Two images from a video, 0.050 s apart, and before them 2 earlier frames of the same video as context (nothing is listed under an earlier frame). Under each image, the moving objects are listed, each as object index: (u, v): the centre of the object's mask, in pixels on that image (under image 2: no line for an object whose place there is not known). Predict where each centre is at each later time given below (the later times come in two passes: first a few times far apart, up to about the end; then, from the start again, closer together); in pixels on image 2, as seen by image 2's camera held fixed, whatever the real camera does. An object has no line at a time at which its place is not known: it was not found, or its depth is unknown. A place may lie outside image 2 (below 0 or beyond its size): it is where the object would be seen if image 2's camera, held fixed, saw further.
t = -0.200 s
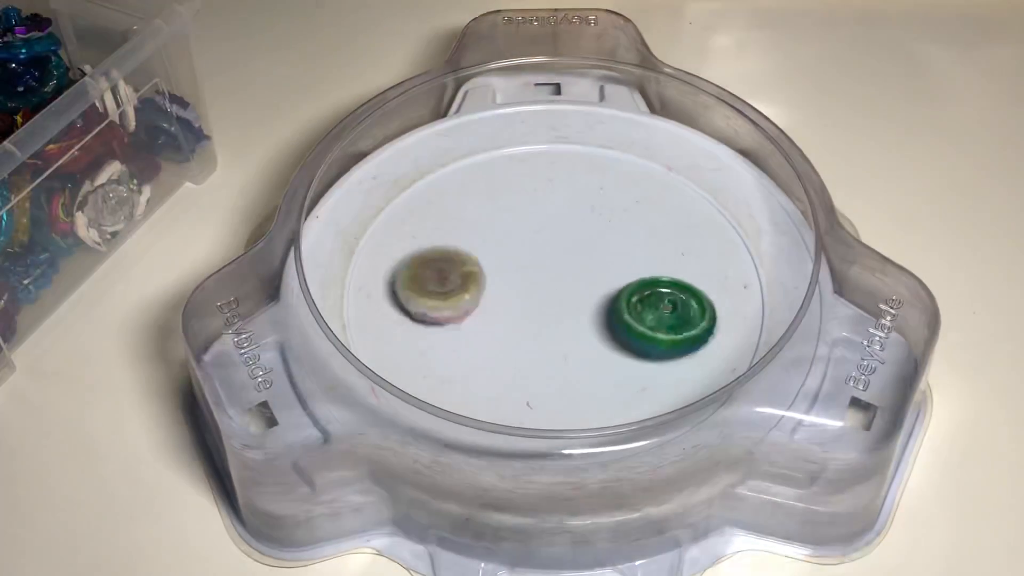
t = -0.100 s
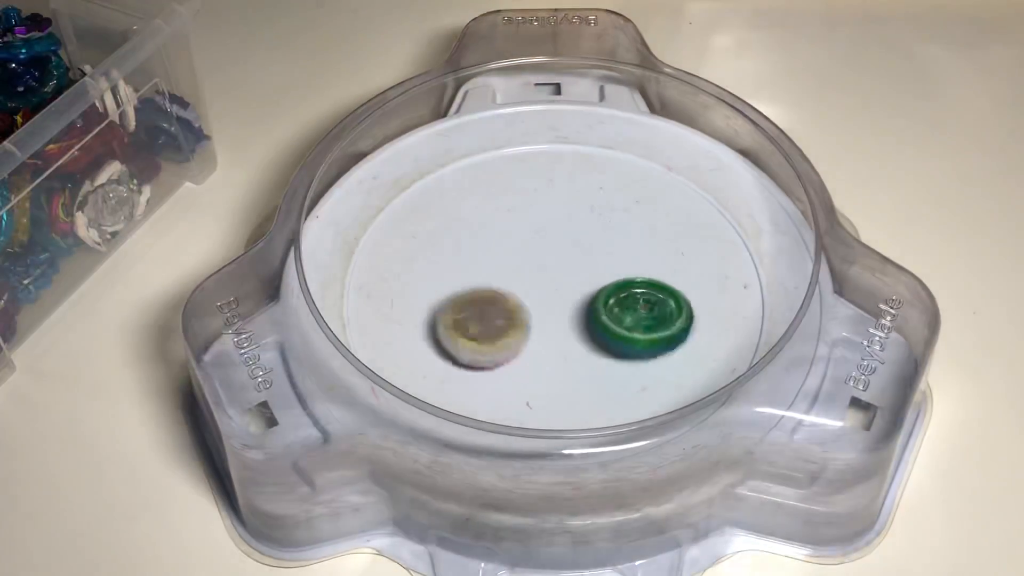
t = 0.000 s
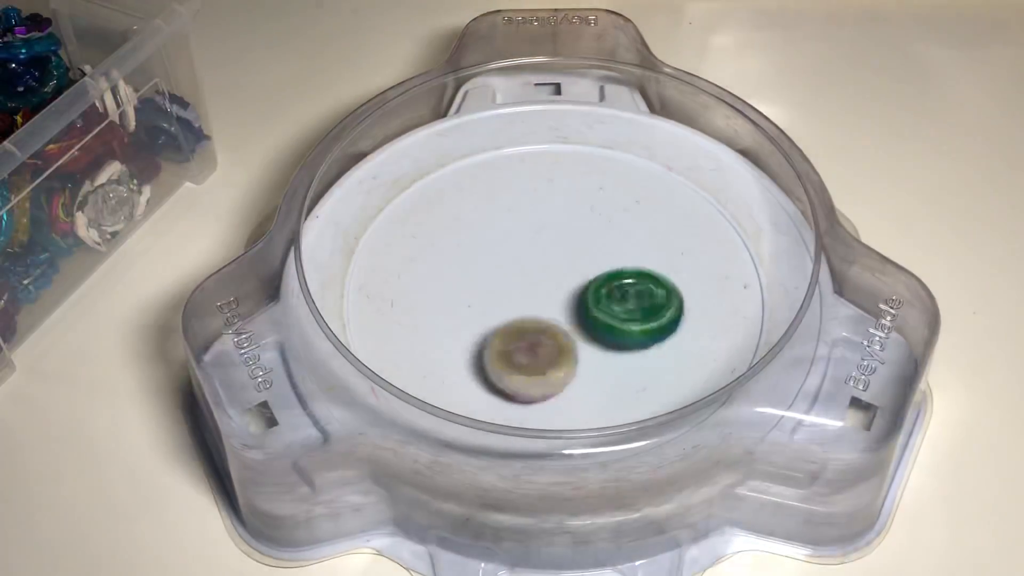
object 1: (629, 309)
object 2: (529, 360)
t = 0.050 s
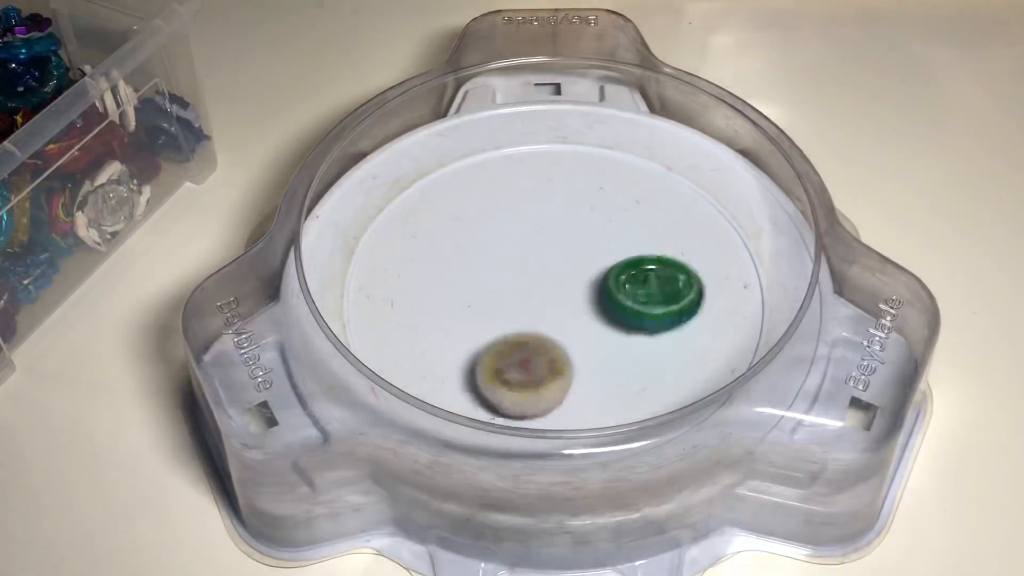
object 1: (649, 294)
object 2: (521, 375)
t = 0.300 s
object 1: (639, 265)
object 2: (547, 345)
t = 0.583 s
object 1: (681, 189)
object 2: (405, 336)
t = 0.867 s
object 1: (601, 247)
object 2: (457, 351)
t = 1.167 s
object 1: (591, 218)
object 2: (506, 365)
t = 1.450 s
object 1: (586, 239)
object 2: (504, 290)
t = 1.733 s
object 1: (604, 273)
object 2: (399, 225)
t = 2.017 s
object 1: (590, 300)
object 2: (451, 274)
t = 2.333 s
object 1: (702, 339)
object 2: (531, 236)
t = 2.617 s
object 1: (643, 348)
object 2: (576, 196)
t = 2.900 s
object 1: (533, 297)
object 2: (593, 209)
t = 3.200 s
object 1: (514, 235)
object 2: (619, 233)
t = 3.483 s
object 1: (526, 198)
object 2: (659, 298)
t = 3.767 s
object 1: (540, 243)
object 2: (644, 336)
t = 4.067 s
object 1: (530, 270)
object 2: (575, 351)
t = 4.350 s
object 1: (525, 275)
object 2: (534, 355)
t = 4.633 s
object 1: (540, 268)
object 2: (494, 333)
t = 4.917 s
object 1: (593, 215)
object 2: (495, 318)
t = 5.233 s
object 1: (635, 227)
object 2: (527, 246)
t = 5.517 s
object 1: (634, 279)
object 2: (493, 214)
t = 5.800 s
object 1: (625, 306)
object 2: (537, 248)
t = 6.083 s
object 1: (620, 345)
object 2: (576, 263)
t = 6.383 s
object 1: (597, 354)
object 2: (574, 283)
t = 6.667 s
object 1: (595, 360)
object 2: (528, 248)
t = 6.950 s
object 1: (610, 356)
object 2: (493, 214)
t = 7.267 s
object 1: (615, 361)
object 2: (436, 216)
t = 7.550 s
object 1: (582, 336)
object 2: (544, 267)
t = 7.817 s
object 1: (574, 339)
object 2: (625, 262)
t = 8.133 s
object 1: (551, 335)
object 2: (631, 281)
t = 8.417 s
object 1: (531, 342)
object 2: (588, 274)
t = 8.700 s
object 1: (523, 337)
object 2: (539, 263)
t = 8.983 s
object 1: (522, 330)
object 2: (538, 253)
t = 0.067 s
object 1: (655, 288)
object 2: (520, 379)
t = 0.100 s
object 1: (660, 280)
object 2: (519, 383)
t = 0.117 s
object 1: (661, 276)
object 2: (519, 383)
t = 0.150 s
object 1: (661, 270)
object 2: (521, 383)
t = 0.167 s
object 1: (660, 268)
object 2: (523, 382)
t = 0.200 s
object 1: (656, 266)
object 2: (528, 377)
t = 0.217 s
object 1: (654, 265)
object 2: (530, 372)
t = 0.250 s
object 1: (649, 264)
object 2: (537, 363)
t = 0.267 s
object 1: (646, 264)
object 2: (541, 358)
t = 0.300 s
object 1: (639, 265)
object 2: (547, 345)
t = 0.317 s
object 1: (636, 266)
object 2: (550, 339)
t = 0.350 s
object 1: (630, 267)
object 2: (555, 325)
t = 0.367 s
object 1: (631, 264)
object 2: (551, 322)
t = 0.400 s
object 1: (649, 241)
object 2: (522, 327)
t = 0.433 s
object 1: (665, 226)
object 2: (494, 331)
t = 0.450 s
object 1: (672, 217)
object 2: (481, 332)
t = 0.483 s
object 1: (680, 204)
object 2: (457, 333)
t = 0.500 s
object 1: (682, 199)
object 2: (446, 334)
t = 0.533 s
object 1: (684, 192)
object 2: (426, 335)
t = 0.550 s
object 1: (683, 190)
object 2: (419, 335)
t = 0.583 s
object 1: (681, 189)
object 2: (405, 336)
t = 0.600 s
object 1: (680, 190)
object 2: (400, 336)
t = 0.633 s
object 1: (675, 192)
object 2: (393, 337)
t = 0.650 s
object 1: (673, 194)
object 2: (393, 337)
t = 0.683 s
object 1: (666, 200)
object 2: (393, 340)
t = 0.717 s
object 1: (657, 206)
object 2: (395, 343)
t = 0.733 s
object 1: (652, 210)
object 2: (399, 344)
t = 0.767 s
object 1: (640, 218)
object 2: (408, 347)
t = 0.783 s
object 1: (634, 223)
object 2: (412, 349)
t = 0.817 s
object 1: (621, 232)
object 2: (428, 351)
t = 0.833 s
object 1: (615, 237)
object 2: (438, 351)
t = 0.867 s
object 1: (601, 247)
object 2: (457, 351)
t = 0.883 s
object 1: (594, 251)
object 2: (469, 349)
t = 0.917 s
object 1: (580, 260)
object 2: (491, 346)
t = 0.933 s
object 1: (573, 264)
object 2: (504, 345)
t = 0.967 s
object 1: (560, 268)
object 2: (525, 338)
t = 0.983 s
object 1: (559, 264)
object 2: (527, 338)
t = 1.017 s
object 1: (567, 250)
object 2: (523, 348)
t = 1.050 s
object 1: (575, 237)
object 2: (520, 361)
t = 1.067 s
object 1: (580, 235)
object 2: (517, 361)
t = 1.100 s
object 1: (585, 225)
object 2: (512, 366)
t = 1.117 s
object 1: (587, 223)
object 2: (510, 368)
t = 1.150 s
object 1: (591, 219)
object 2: (505, 364)
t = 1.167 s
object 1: (591, 218)
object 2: (506, 365)
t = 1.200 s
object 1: (591, 219)
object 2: (504, 363)
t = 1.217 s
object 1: (590, 219)
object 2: (502, 359)
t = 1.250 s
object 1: (588, 222)
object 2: (504, 354)
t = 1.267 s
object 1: (588, 223)
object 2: (504, 349)
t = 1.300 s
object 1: (586, 226)
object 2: (506, 340)
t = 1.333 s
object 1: (584, 229)
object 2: (509, 329)
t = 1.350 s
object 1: (583, 231)
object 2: (510, 323)
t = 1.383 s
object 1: (581, 234)
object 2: (512, 313)
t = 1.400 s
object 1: (580, 236)
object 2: (513, 306)
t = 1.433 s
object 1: (580, 239)
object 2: (512, 295)
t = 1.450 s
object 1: (586, 239)
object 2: (504, 290)
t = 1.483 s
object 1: (597, 242)
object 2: (488, 278)
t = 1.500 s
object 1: (602, 243)
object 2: (479, 274)
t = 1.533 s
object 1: (608, 247)
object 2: (463, 262)
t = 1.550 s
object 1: (609, 249)
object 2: (456, 257)
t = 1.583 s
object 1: (611, 252)
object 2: (443, 248)
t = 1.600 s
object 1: (611, 255)
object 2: (437, 243)
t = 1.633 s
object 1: (610, 259)
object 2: (424, 237)
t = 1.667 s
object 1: (608, 264)
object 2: (414, 230)
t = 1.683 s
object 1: (607, 266)
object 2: (409, 228)
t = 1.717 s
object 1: (605, 271)
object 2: (402, 225)
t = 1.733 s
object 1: (604, 273)
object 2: (399, 225)
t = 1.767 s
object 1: (602, 278)
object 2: (396, 225)
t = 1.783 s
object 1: (601, 280)
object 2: (395, 226)
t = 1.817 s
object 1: (599, 284)
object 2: (394, 229)
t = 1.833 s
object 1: (598, 286)
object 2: (394, 232)
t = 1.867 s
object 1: (596, 289)
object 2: (398, 237)
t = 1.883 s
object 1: (595, 290)
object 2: (401, 241)
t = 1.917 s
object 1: (594, 294)
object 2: (409, 248)
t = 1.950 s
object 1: (592, 296)
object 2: (420, 258)
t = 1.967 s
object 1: (592, 297)
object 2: (427, 261)
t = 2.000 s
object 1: (590, 299)
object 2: (443, 270)
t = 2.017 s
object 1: (590, 300)
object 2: (451, 274)
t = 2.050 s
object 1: (589, 301)
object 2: (469, 281)
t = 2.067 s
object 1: (588, 302)
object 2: (479, 284)
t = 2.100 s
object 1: (590, 303)
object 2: (498, 288)
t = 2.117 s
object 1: (596, 305)
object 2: (502, 288)
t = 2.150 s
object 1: (622, 312)
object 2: (501, 277)
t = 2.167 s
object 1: (634, 313)
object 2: (502, 275)
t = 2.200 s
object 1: (655, 319)
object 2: (505, 269)
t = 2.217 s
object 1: (664, 322)
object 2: (507, 263)
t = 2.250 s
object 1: (680, 326)
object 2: (512, 256)
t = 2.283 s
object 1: (691, 332)
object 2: (518, 248)
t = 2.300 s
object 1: (696, 334)
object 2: (521, 244)
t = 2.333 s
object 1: (702, 339)
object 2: (531, 236)
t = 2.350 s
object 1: (705, 341)
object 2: (533, 232)
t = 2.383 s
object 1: (706, 346)
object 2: (540, 225)
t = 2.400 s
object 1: (704, 349)
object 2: (544, 221)
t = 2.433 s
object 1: (701, 352)
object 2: (551, 215)
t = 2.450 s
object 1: (699, 354)
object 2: (554, 212)
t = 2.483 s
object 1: (692, 356)
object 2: (561, 206)
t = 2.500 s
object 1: (689, 358)
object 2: (564, 204)
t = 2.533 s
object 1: (678, 357)
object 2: (568, 200)
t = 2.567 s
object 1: (666, 355)
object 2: (572, 198)
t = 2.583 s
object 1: (659, 353)
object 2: (574, 197)
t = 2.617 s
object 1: (643, 348)
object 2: (576, 196)
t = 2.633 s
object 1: (635, 346)
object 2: (577, 196)
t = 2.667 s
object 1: (618, 340)
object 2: (580, 198)
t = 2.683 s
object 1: (611, 336)
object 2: (580, 199)
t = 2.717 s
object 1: (596, 327)
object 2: (581, 202)
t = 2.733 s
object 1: (589, 323)
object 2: (581, 204)
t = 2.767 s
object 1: (576, 314)
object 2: (582, 210)
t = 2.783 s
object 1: (570, 308)
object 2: (582, 213)
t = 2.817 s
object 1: (561, 297)
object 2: (582, 220)
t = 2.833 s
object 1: (556, 294)
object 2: (582, 222)
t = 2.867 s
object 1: (544, 296)
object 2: (588, 215)
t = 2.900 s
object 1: (533, 297)
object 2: (593, 209)
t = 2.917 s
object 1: (527, 297)
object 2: (596, 206)
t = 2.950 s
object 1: (520, 295)
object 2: (599, 204)
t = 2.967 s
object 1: (516, 294)
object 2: (601, 203)
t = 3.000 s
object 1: (512, 289)
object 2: (604, 203)
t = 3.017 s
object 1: (511, 287)
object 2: (606, 203)
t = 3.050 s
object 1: (511, 280)
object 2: (608, 207)
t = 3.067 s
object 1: (511, 276)
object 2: (608, 209)
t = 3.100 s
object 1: (513, 266)
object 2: (608, 214)
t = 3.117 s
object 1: (515, 261)
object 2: (608, 218)
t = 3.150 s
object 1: (519, 250)
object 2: (608, 225)
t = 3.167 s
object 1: (517, 245)
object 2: (611, 229)
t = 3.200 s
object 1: (514, 235)
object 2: (619, 233)
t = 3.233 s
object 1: (514, 225)
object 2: (626, 241)
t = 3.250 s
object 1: (514, 220)
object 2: (629, 245)
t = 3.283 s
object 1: (516, 211)
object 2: (636, 252)
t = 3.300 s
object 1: (516, 207)
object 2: (639, 256)
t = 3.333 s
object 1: (518, 201)
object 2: (644, 265)
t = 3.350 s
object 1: (519, 199)
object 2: (646, 269)
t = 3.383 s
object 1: (521, 197)
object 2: (650, 276)
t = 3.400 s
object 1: (522, 197)
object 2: (652, 280)
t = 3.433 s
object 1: (523, 196)
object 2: (655, 288)
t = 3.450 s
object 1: (524, 197)
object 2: (656, 291)
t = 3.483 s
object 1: (526, 198)
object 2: (659, 298)
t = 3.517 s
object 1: (528, 202)
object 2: (660, 304)
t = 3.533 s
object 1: (528, 203)
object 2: (661, 307)
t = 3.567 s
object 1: (530, 208)
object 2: (661, 313)
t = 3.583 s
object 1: (531, 211)
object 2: (661, 316)
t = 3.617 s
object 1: (534, 216)
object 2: (659, 320)
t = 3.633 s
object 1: (534, 219)
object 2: (659, 323)
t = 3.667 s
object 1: (535, 225)
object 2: (656, 327)
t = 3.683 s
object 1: (536, 228)
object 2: (655, 329)
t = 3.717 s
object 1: (538, 234)
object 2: (650, 332)
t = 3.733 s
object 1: (539, 238)
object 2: (648, 334)
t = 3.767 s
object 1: (540, 243)
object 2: (644, 336)
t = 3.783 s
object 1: (541, 246)
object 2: (640, 337)
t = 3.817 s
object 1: (541, 251)
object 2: (634, 340)
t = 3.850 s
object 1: (541, 256)
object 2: (626, 341)
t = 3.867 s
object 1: (541, 258)
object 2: (623, 342)
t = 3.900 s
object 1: (541, 262)
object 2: (614, 343)
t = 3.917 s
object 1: (541, 263)
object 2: (610, 343)
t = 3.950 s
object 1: (540, 266)
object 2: (602, 344)
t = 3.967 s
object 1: (539, 268)
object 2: (597, 344)
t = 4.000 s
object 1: (538, 271)
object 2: (588, 345)
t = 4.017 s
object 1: (537, 272)
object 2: (584, 345)
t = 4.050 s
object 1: (534, 272)
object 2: (577, 347)
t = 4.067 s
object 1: (530, 270)
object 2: (575, 351)
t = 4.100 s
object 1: (526, 268)
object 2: (573, 356)
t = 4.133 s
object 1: (523, 267)
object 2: (569, 360)
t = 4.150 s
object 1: (523, 268)
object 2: (567, 362)
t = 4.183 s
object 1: (521, 269)
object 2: (561, 363)
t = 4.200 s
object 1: (522, 270)
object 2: (559, 364)
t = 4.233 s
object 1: (522, 272)
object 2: (554, 363)
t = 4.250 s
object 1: (523, 272)
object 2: (551, 362)
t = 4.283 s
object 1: (523, 274)
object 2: (545, 361)
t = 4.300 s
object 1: (524, 275)
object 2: (542, 358)
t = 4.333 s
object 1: (525, 276)
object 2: (537, 355)
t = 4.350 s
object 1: (525, 275)
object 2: (534, 355)
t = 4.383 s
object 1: (526, 271)
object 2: (528, 356)
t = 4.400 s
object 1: (526, 270)
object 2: (525, 356)
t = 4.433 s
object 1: (528, 269)
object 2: (520, 355)
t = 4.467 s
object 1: (529, 269)
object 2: (515, 353)
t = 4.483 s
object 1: (530, 269)
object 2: (513, 351)
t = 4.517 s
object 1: (532, 270)
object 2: (508, 347)
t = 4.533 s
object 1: (533, 270)
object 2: (507, 346)
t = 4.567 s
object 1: (534, 271)
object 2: (504, 341)
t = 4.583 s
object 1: (535, 270)
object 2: (501, 340)
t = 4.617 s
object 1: (538, 269)
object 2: (496, 335)
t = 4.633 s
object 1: (540, 268)
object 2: (494, 333)
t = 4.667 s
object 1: (542, 269)
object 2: (489, 328)
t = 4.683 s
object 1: (544, 264)
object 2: (487, 331)
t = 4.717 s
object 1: (550, 253)
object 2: (483, 332)
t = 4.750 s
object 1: (555, 239)
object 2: (480, 337)
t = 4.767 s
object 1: (558, 235)
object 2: (481, 337)
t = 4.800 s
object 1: (564, 228)
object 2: (480, 334)
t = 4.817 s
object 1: (567, 225)
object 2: (482, 334)
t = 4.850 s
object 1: (575, 221)
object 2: (485, 330)
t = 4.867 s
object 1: (579, 219)
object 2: (487, 327)
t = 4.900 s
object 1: (588, 216)
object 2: (492, 321)
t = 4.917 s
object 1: (593, 215)
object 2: (495, 318)
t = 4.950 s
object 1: (605, 213)
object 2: (501, 311)
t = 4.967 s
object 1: (611, 213)
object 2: (504, 309)
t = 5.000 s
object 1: (621, 213)
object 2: (509, 301)
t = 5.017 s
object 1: (627, 212)
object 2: (511, 298)
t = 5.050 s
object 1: (635, 213)
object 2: (517, 289)
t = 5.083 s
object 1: (640, 214)
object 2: (521, 281)
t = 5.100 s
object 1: (641, 215)
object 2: (522, 277)
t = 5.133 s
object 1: (642, 217)
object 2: (524, 268)
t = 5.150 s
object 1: (642, 218)
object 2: (525, 265)
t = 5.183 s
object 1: (641, 221)
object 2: (526, 257)
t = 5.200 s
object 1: (639, 222)
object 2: (526, 253)
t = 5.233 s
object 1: (635, 227)
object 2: (527, 246)
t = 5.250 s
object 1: (633, 229)
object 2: (527, 243)
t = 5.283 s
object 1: (629, 233)
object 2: (528, 236)
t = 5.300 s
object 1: (626, 236)
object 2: (527, 234)
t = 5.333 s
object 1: (620, 241)
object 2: (526, 229)
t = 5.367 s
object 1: (629, 249)
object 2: (514, 222)
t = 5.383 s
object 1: (632, 254)
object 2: (508, 218)
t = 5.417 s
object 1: (637, 262)
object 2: (502, 215)
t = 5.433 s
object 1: (638, 265)
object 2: (497, 215)
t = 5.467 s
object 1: (638, 272)
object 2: (494, 212)
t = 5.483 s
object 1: (638, 274)
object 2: (493, 213)
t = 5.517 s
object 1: (634, 279)
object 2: (493, 214)
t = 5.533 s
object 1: (632, 281)
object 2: (494, 217)
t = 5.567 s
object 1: (629, 284)
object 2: (498, 220)
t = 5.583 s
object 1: (626, 285)
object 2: (500, 223)
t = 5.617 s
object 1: (622, 286)
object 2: (505, 228)
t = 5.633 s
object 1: (621, 287)
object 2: (508, 231)
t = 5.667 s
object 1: (617, 288)
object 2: (516, 238)
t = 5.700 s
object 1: (614, 289)
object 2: (525, 245)
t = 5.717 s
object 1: (613, 289)
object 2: (528, 248)
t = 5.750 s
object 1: (612, 291)
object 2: (534, 253)
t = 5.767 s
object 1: (616, 294)
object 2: (534, 252)
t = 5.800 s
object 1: (625, 306)
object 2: (537, 248)
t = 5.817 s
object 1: (626, 310)
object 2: (538, 249)
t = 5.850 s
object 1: (630, 319)
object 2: (541, 248)
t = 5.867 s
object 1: (631, 322)
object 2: (544, 249)
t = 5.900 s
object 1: (629, 326)
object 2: (549, 252)
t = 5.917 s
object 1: (628, 328)
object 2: (554, 254)
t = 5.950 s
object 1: (625, 330)
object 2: (558, 257)
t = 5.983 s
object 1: (621, 332)
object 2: (566, 260)
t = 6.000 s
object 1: (619, 333)
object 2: (568, 261)
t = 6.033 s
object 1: (616, 334)
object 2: (575, 263)
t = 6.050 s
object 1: (617, 337)
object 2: (576, 264)
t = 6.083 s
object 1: (620, 345)
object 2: (576, 263)
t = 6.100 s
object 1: (620, 348)
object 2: (577, 263)
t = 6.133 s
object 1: (618, 354)
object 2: (577, 263)
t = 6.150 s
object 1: (617, 357)
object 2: (576, 263)
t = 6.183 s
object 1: (614, 360)
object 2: (577, 265)
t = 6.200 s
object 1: (612, 361)
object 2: (577, 266)
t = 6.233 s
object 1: (610, 361)
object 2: (575, 269)
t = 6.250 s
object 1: (609, 361)
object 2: (576, 270)
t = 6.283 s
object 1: (606, 360)
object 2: (575, 274)
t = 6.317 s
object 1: (603, 358)
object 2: (575, 277)
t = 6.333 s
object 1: (601, 357)
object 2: (574, 280)
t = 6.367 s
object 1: (598, 355)
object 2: (574, 281)
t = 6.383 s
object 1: (597, 354)
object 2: (574, 283)
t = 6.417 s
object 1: (599, 362)
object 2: (567, 276)
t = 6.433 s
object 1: (601, 367)
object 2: (563, 270)
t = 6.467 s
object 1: (604, 373)
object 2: (555, 260)
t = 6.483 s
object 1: (604, 375)
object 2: (552, 255)
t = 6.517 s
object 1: (605, 375)
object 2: (546, 250)
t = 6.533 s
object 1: (604, 374)
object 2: (543, 248)
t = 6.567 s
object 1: (603, 372)
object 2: (538, 245)
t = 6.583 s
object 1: (602, 370)
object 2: (536, 245)
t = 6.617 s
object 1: (600, 367)
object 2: (532, 246)
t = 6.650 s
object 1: (597, 362)
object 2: (530, 246)
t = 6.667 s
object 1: (595, 360)
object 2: (528, 248)
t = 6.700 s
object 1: (592, 355)
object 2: (528, 249)
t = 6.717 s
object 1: (590, 351)
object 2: (527, 250)
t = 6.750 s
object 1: (587, 345)
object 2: (526, 254)
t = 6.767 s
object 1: (586, 341)
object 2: (526, 254)
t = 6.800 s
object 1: (581, 335)
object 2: (528, 257)
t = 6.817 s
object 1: (579, 332)
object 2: (527, 258)
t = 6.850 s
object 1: (575, 325)
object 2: (527, 260)
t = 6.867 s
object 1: (574, 322)
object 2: (528, 261)
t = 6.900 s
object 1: (582, 330)
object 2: (518, 250)
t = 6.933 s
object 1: (602, 349)
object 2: (501, 226)
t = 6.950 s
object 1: (610, 356)
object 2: (493, 214)
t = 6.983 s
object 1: (625, 369)
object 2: (477, 196)
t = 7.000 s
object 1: (630, 373)
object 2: (468, 189)
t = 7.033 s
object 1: (639, 378)
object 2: (453, 177)
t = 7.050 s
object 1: (642, 378)
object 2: (446, 171)
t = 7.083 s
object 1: (643, 378)
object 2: (434, 166)
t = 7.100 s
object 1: (643, 377)
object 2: (430, 165)
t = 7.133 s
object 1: (640, 376)
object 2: (423, 169)
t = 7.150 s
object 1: (637, 375)
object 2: (420, 176)
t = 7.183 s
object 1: (632, 373)
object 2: (421, 186)
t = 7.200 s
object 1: (629, 370)
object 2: (423, 190)
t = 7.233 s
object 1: (622, 366)
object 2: (429, 203)
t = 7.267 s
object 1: (615, 361)
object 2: (436, 216)
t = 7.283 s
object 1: (611, 357)
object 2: (441, 224)
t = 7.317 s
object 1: (603, 351)
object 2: (453, 237)
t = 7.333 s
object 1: (599, 348)
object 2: (459, 244)
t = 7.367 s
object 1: (592, 342)
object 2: (473, 257)
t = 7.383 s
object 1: (588, 338)
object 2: (481, 263)
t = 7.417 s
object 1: (581, 332)
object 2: (496, 274)
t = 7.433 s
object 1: (578, 329)
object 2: (504, 277)
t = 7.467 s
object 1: (578, 330)
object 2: (513, 277)
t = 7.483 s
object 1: (579, 333)
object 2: (518, 274)
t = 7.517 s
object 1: (581, 336)
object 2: (532, 270)
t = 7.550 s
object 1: (582, 336)
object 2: (544, 267)
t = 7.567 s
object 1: (582, 336)
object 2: (551, 266)
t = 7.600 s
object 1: (582, 336)
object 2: (565, 263)
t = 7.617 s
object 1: (582, 336)
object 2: (571, 262)
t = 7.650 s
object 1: (580, 339)
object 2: (582, 260)
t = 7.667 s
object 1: (579, 340)
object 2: (588, 259)
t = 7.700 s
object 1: (578, 340)
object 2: (598, 259)
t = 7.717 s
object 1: (577, 340)
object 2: (602, 260)
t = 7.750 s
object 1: (575, 340)
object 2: (610, 260)
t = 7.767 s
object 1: (575, 339)
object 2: (615, 260)
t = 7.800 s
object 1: (573, 339)
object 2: (622, 261)
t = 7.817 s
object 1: (574, 339)
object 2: (625, 262)
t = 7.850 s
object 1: (571, 339)
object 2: (629, 263)
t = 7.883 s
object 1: (570, 338)
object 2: (631, 265)
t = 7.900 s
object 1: (570, 338)
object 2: (631, 267)
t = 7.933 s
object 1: (569, 337)
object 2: (632, 270)
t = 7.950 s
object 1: (568, 337)
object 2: (631, 271)
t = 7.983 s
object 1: (567, 336)
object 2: (631, 275)
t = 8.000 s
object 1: (566, 336)
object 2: (630, 277)
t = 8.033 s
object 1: (559, 338)
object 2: (633, 278)
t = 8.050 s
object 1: (557, 338)
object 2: (633, 279)
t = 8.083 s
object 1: (553, 337)
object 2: (634, 279)
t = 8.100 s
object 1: (553, 336)
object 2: (634, 280)
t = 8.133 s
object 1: (551, 335)
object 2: (631, 281)
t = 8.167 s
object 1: (548, 334)
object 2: (626, 283)
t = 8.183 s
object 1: (545, 337)
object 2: (625, 283)
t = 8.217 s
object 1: (538, 343)
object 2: (622, 277)
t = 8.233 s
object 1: (537, 345)
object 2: (622, 276)
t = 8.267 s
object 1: (533, 347)
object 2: (618, 275)
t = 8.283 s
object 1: (533, 347)
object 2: (616, 273)
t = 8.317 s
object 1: (533, 346)
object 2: (610, 272)
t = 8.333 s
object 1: (533, 346)
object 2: (606, 272)
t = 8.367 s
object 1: (532, 344)
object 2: (599, 274)
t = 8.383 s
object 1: (532, 343)
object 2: (595, 273)
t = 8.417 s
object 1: (531, 342)
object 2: (588, 274)
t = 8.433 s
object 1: (531, 341)
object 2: (586, 275)
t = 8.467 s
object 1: (530, 340)
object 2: (580, 275)
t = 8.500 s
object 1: (528, 342)
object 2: (574, 272)
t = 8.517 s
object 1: (526, 342)
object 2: (570, 270)
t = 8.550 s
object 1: (525, 343)
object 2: (564, 268)
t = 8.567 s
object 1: (526, 342)
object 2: (560, 266)
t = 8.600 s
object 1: (525, 341)
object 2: (554, 266)
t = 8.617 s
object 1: (525, 340)
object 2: (552, 265)
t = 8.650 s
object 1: (524, 338)
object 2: (548, 264)
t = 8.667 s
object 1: (524, 338)
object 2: (544, 263)
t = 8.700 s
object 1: (523, 337)
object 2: (539, 263)
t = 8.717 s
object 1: (523, 338)
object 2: (538, 262)
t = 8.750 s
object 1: (523, 339)
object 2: (536, 260)
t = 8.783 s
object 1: (524, 339)
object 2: (534, 257)
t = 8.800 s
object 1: (524, 338)
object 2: (534, 256)
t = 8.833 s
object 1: (524, 337)
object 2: (531, 254)
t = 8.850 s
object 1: (524, 336)
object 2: (532, 254)
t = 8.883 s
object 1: (524, 334)
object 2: (532, 254)
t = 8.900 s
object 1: (523, 333)
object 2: (534, 254)
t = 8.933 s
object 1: (523, 332)
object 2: (535, 254)
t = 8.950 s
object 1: (523, 332)
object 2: (536, 253)
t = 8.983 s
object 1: (522, 330)
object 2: (538, 253)
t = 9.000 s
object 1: (522, 331)
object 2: (540, 255)
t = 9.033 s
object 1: (520, 332)
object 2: (546, 253)
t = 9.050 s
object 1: (517, 337)
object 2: (548, 251)
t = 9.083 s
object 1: (512, 346)
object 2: (555, 243)
